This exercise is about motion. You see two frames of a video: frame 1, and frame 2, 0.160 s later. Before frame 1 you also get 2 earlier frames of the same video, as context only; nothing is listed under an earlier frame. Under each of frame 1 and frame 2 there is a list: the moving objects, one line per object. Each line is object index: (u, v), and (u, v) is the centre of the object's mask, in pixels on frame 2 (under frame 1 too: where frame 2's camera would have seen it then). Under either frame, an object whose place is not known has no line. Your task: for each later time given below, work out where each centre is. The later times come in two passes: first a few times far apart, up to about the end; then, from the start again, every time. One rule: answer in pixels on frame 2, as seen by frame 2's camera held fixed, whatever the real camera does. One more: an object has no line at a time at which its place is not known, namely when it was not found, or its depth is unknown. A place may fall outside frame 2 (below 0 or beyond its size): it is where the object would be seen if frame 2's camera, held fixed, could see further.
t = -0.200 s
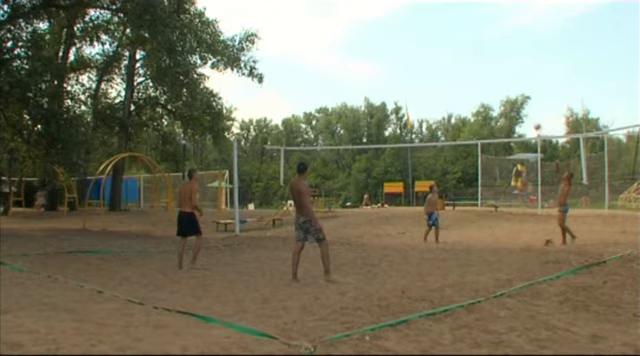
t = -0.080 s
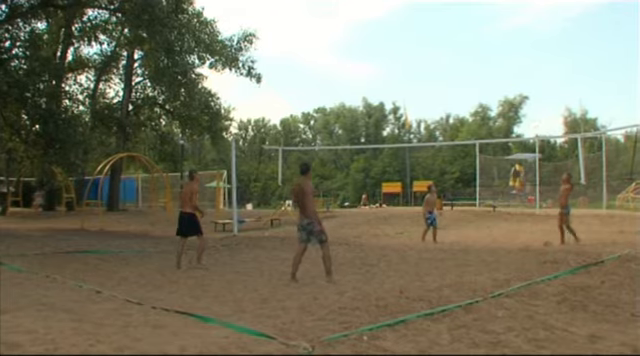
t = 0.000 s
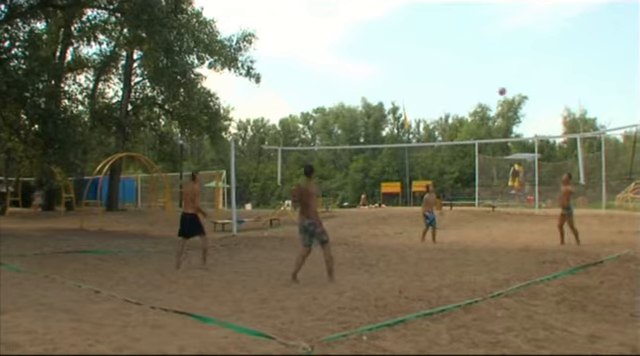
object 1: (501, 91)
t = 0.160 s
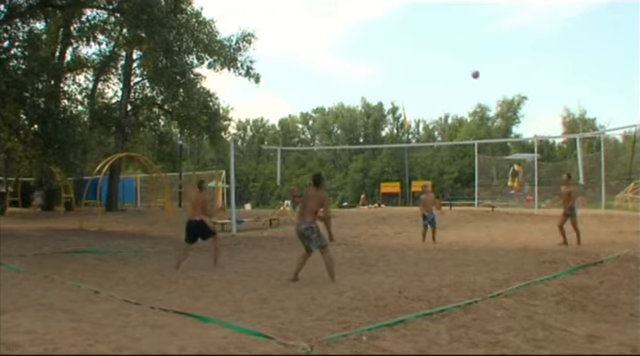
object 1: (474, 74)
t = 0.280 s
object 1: (455, 67)
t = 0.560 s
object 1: (408, 77)
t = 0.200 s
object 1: (468, 71)
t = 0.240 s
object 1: (462, 69)
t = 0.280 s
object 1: (455, 67)
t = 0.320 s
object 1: (448, 67)
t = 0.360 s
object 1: (442, 67)
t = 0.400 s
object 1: (435, 67)
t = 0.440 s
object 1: (428, 68)
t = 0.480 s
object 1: (421, 71)
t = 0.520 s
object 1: (415, 74)
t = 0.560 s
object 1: (408, 77)
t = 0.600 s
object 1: (401, 82)
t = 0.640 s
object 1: (394, 86)
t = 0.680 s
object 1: (387, 93)
